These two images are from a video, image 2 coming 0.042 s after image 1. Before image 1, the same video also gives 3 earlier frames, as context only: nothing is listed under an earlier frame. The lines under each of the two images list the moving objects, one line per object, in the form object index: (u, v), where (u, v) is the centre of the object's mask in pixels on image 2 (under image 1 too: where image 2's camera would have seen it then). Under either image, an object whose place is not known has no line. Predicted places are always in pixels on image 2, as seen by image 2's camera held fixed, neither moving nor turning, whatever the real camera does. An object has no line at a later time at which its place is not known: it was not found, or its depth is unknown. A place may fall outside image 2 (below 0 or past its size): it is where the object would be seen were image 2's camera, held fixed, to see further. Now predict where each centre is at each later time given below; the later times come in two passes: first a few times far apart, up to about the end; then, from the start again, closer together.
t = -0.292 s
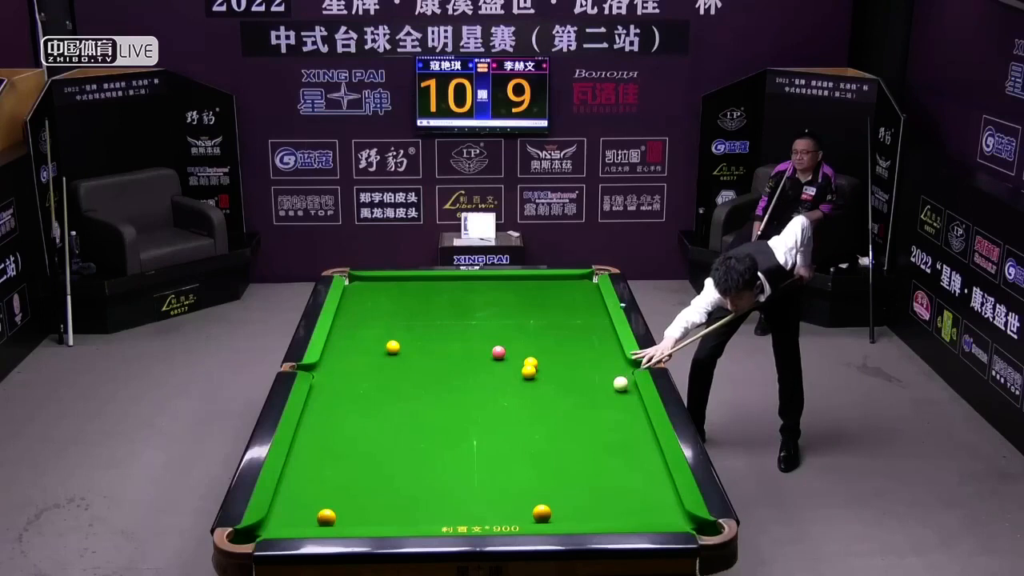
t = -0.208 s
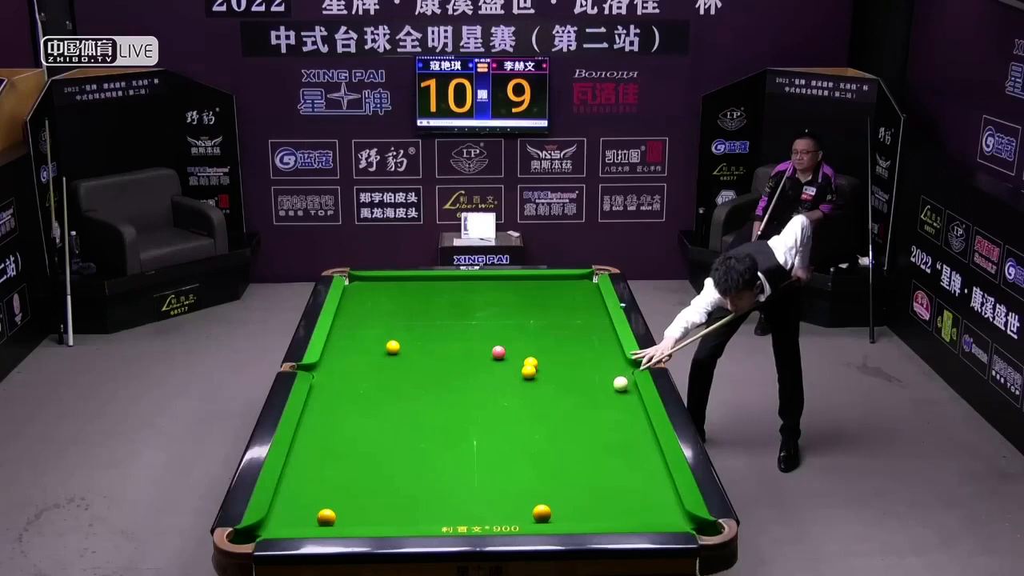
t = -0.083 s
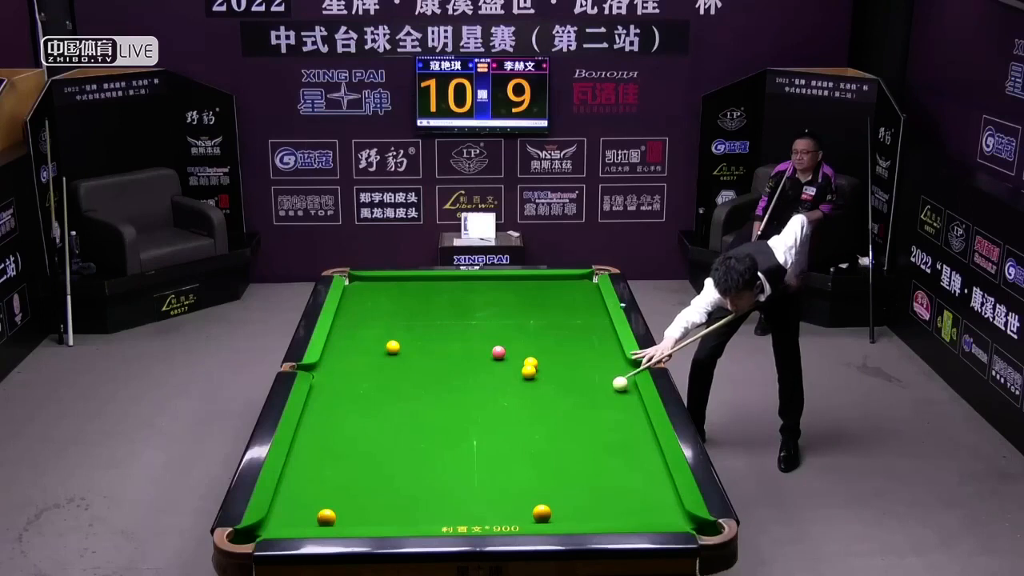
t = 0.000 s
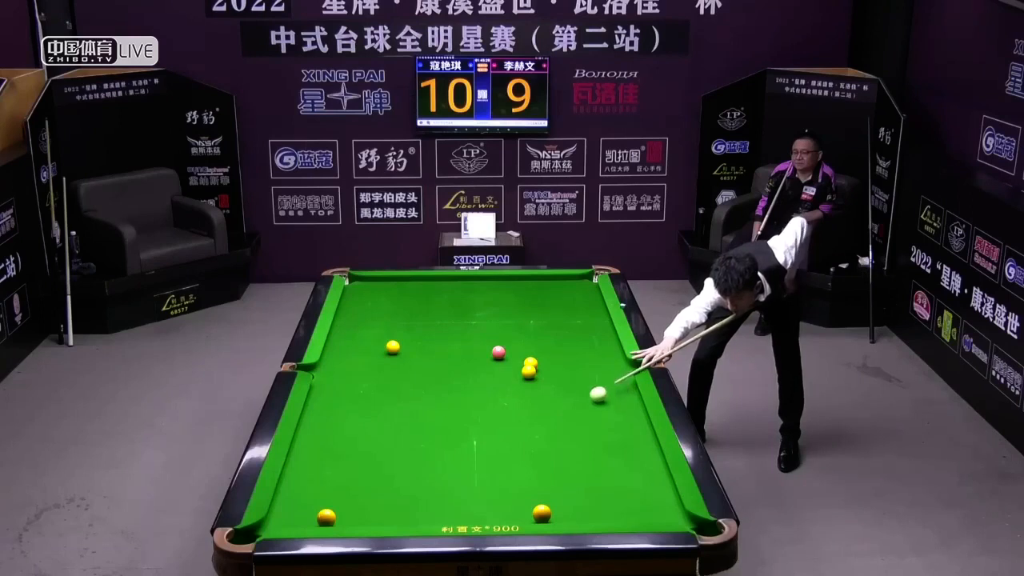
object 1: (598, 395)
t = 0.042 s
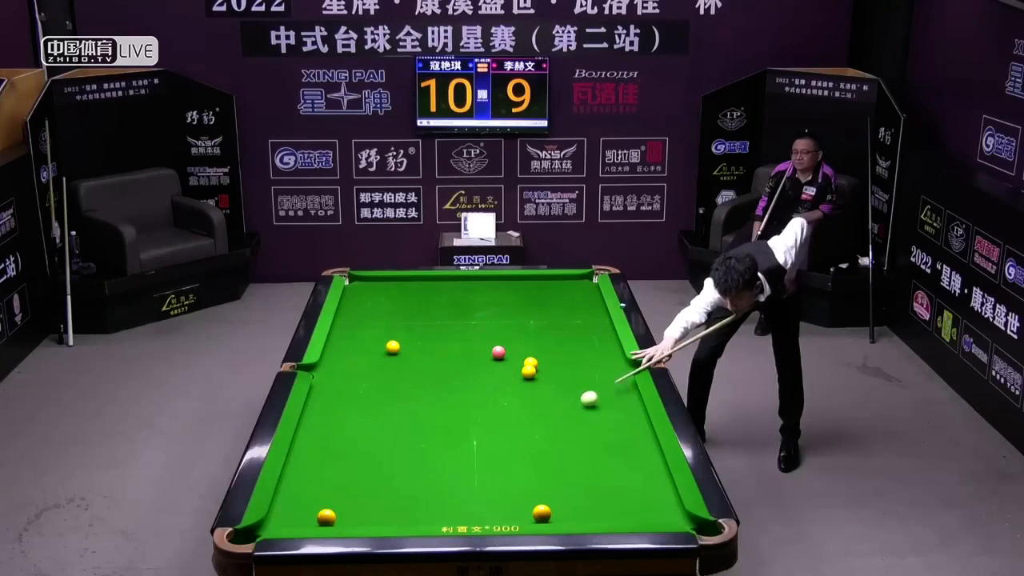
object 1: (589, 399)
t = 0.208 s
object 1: (550, 418)
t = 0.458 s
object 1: (476, 454)
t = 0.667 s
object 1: (417, 482)
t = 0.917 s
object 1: (346, 516)
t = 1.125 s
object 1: (346, 517)
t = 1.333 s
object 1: (344, 504)
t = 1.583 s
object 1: (342, 486)
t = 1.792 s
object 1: (341, 476)
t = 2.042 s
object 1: (340, 464)
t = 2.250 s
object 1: (338, 456)
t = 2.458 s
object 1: (336, 446)
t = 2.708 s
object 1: (335, 439)
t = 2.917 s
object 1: (334, 433)
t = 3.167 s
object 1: (333, 425)
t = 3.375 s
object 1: (331, 419)
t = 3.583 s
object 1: (331, 415)
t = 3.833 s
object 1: (330, 410)
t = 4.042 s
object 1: (329, 407)
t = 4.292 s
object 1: (329, 404)
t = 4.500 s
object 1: (329, 401)
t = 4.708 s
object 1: (329, 399)
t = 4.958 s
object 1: (328, 397)
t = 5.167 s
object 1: (328, 396)
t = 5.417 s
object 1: (329, 395)
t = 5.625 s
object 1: (329, 395)
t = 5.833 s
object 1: (329, 395)
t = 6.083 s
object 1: (329, 395)
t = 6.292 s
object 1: (329, 395)
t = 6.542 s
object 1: (329, 395)
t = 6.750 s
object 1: (329, 395)
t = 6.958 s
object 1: (329, 395)
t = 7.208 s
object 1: (329, 395)
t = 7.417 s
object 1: (329, 395)
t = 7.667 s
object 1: (329, 395)
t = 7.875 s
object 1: (329, 395)
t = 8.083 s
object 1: (329, 395)
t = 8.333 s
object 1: (329, 395)
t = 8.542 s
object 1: (329, 395)
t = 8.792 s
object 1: (329, 395)
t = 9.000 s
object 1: (329, 395)
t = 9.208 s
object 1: (329, 395)
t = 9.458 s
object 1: (329, 395)
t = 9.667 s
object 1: (329, 395)
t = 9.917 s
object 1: (329, 395)
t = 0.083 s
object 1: (580, 404)
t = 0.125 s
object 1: (575, 406)
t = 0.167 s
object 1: (565, 411)
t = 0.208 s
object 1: (550, 418)
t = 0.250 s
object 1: (540, 423)
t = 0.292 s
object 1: (530, 428)
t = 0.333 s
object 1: (525, 430)
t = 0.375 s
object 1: (498, 443)
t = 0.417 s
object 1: (487, 448)
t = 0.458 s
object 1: (476, 454)
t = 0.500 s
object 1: (470, 457)
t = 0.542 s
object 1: (459, 462)
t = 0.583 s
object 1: (441, 471)
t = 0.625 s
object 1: (429, 477)
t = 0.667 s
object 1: (417, 482)
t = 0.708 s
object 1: (411, 486)
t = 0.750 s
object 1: (398, 492)
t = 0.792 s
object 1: (379, 501)
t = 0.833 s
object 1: (365, 508)
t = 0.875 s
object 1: (352, 514)
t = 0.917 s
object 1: (346, 516)
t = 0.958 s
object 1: (346, 518)
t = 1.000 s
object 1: (345, 521)
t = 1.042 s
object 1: (346, 519)
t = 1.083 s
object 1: (346, 517)
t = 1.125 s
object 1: (346, 517)
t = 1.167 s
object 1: (345, 515)
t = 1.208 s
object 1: (345, 512)
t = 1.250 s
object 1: (345, 508)
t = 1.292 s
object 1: (344, 505)
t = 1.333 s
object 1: (344, 504)
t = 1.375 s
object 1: (344, 498)
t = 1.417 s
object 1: (343, 495)
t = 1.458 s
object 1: (343, 493)
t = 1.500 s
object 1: (343, 492)
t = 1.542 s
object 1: (343, 490)
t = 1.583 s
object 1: (342, 486)
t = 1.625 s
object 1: (342, 484)
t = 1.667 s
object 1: (342, 482)
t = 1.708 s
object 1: (342, 481)
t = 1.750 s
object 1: (342, 479)
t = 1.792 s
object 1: (341, 476)
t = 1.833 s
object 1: (341, 474)
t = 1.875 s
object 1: (341, 472)
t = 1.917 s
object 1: (341, 471)
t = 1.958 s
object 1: (340, 469)
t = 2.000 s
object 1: (340, 466)
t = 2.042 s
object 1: (340, 464)
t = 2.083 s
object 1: (339, 462)
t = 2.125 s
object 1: (339, 462)
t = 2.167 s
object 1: (339, 460)
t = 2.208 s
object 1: (339, 458)
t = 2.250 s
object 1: (338, 456)
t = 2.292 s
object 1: (338, 454)
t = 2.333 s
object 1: (338, 454)
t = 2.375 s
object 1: (337, 449)
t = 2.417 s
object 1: (337, 448)
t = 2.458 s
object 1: (336, 446)
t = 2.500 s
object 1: (336, 446)
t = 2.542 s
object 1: (336, 444)
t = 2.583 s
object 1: (336, 442)
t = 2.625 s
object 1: (336, 441)
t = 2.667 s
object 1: (335, 439)
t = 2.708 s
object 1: (335, 439)
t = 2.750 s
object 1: (335, 437)
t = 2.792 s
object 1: (334, 436)
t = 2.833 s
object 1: (334, 434)
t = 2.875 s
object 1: (334, 433)
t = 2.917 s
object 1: (334, 433)
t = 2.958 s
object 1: (334, 431)
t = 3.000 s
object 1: (333, 429)
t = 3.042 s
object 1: (333, 428)
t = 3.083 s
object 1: (333, 427)
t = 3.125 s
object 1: (333, 426)
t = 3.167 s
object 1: (333, 425)
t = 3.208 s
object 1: (332, 424)
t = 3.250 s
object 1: (332, 423)
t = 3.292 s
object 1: (332, 422)
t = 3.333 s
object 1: (332, 421)
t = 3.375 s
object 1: (331, 419)
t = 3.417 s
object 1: (331, 418)
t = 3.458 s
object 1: (331, 417)
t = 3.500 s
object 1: (331, 417)
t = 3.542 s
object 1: (331, 416)
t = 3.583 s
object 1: (331, 415)
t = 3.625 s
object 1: (330, 414)
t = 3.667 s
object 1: (330, 413)
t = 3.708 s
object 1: (330, 413)
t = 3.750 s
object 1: (330, 412)
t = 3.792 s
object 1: (330, 411)
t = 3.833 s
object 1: (330, 410)
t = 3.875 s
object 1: (329, 410)
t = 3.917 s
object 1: (330, 409)
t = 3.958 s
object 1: (329, 409)
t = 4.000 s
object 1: (329, 408)
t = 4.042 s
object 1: (329, 407)
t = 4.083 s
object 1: (329, 406)
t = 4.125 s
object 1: (329, 406)
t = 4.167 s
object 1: (329, 406)
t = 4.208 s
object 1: (329, 405)
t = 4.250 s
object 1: (329, 404)
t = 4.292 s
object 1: (329, 404)
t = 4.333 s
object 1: (329, 403)
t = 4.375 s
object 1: (329, 402)
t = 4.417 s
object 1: (329, 402)
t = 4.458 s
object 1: (329, 401)
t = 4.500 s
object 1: (329, 401)
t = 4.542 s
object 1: (329, 401)
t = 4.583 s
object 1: (329, 400)
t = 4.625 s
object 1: (329, 400)
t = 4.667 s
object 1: (329, 399)
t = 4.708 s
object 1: (329, 399)
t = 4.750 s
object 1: (329, 399)
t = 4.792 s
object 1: (329, 398)
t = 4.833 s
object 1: (328, 398)
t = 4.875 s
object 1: (328, 398)
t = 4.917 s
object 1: (328, 398)
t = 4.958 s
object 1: (328, 397)
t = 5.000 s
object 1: (328, 397)
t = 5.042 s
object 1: (328, 397)
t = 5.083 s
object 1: (328, 396)
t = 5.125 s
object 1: (328, 396)
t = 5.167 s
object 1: (328, 396)
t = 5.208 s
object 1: (328, 396)
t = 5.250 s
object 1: (328, 396)
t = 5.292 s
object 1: (328, 396)
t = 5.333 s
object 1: (329, 395)
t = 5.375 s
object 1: (329, 395)
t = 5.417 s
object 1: (329, 395)
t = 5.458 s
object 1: (329, 395)
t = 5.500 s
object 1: (329, 395)
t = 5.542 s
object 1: (329, 395)
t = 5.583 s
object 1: (329, 395)
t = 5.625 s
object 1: (329, 395)
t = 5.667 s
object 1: (329, 395)
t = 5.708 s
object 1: (329, 395)
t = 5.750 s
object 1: (329, 395)
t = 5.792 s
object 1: (329, 395)
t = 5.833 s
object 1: (329, 395)
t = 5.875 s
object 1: (329, 395)
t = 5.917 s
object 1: (329, 395)
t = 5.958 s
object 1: (329, 395)
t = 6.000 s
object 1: (329, 395)
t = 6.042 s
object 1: (329, 395)
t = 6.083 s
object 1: (329, 395)
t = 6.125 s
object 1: (329, 395)
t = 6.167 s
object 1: (329, 395)
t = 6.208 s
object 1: (329, 395)
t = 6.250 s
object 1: (329, 395)
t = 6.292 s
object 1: (329, 395)
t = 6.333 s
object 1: (329, 395)
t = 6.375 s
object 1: (329, 395)
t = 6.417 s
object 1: (329, 395)
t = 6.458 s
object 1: (329, 395)
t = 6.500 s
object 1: (329, 395)
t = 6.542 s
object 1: (329, 395)
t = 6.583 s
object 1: (329, 395)
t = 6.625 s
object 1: (329, 395)
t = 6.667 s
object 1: (329, 395)
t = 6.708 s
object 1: (329, 395)
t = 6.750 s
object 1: (329, 395)
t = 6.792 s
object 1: (329, 395)
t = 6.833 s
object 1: (329, 395)
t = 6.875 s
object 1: (329, 395)
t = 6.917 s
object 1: (329, 395)
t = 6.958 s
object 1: (329, 395)
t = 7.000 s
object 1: (329, 395)
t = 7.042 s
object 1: (329, 395)
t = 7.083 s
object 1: (329, 395)
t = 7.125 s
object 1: (329, 395)
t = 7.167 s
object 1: (329, 395)
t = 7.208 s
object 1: (329, 395)
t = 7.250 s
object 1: (329, 395)
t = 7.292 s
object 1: (329, 395)
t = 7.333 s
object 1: (329, 395)
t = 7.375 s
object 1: (329, 395)
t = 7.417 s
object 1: (329, 395)
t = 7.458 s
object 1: (329, 395)
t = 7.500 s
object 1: (329, 395)
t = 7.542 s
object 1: (329, 395)
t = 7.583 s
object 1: (329, 395)
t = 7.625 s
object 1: (329, 395)
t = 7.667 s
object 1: (329, 395)
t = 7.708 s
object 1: (329, 395)
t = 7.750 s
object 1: (329, 395)
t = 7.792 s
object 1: (329, 395)
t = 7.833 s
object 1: (329, 395)
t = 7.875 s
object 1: (329, 395)
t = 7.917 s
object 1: (329, 395)
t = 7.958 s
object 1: (329, 395)
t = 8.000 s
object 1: (329, 395)
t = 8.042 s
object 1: (329, 395)
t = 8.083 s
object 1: (329, 395)
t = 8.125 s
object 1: (329, 395)
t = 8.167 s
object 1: (329, 395)
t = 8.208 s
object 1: (329, 395)
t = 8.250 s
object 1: (329, 395)
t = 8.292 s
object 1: (329, 395)
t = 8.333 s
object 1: (329, 395)
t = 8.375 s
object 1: (329, 395)
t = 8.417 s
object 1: (329, 395)
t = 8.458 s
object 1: (329, 395)
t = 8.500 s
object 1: (329, 395)
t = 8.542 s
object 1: (329, 395)
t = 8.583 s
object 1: (329, 395)
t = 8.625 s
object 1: (329, 395)
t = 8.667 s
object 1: (329, 395)
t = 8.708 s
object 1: (329, 395)
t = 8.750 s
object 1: (329, 395)
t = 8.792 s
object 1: (329, 395)
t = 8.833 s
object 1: (329, 395)
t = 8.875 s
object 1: (329, 395)
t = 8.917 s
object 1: (329, 395)
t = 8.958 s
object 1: (329, 395)
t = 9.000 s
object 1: (329, 395)
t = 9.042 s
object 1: (329, 395)
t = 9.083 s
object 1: (329, 395)
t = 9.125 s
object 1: (329, 395)
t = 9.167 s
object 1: (329, 395)
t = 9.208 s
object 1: (329, 395)
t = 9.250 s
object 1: (329, 395)
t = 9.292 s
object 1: (329, 395)
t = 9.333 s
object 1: (329, 395)
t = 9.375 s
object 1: (329, 395)
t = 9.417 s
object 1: (329, 395)
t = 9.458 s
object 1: (329, 395)
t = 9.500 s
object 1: (329, 395)
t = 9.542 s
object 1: (329, 395)
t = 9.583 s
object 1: (329, 395)
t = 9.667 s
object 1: (329, 395)
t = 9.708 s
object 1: (329, 395)
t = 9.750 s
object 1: (329, 395)
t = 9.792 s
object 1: (329, 395)
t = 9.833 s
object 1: (329, 395)
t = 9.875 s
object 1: (329, 395)
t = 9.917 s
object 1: (329, 395)
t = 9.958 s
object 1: (329, 395)
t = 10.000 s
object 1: (329, 395)
